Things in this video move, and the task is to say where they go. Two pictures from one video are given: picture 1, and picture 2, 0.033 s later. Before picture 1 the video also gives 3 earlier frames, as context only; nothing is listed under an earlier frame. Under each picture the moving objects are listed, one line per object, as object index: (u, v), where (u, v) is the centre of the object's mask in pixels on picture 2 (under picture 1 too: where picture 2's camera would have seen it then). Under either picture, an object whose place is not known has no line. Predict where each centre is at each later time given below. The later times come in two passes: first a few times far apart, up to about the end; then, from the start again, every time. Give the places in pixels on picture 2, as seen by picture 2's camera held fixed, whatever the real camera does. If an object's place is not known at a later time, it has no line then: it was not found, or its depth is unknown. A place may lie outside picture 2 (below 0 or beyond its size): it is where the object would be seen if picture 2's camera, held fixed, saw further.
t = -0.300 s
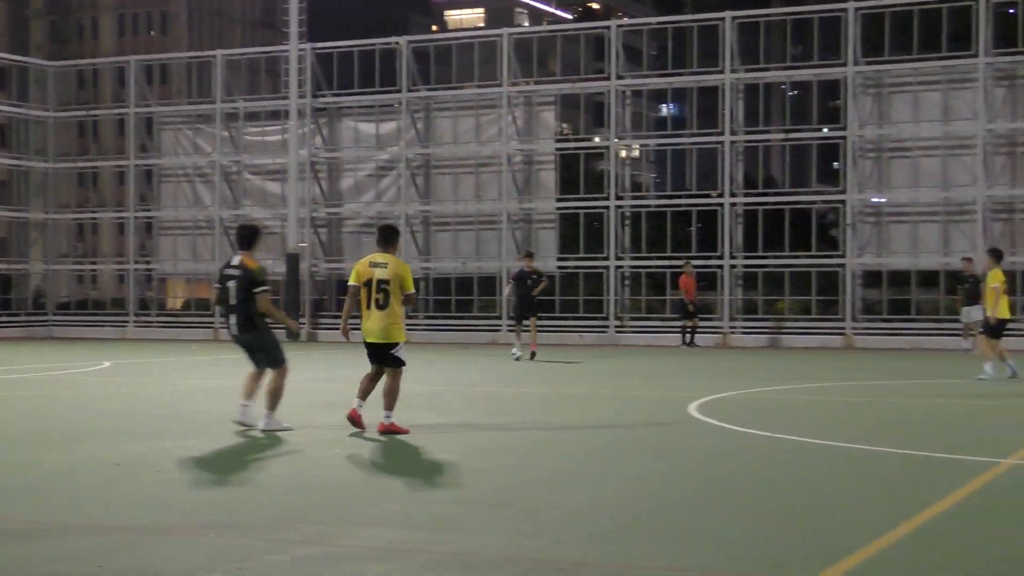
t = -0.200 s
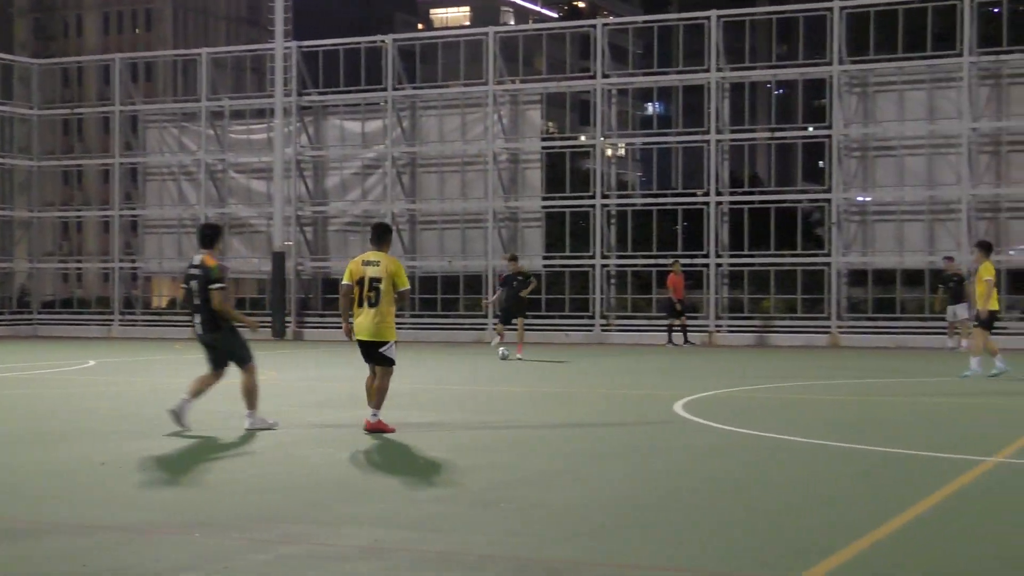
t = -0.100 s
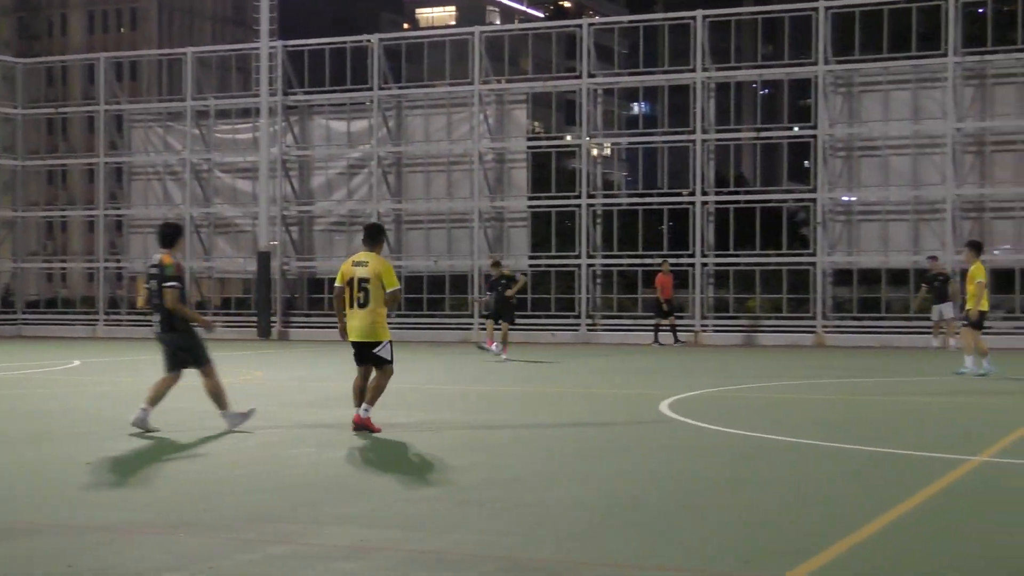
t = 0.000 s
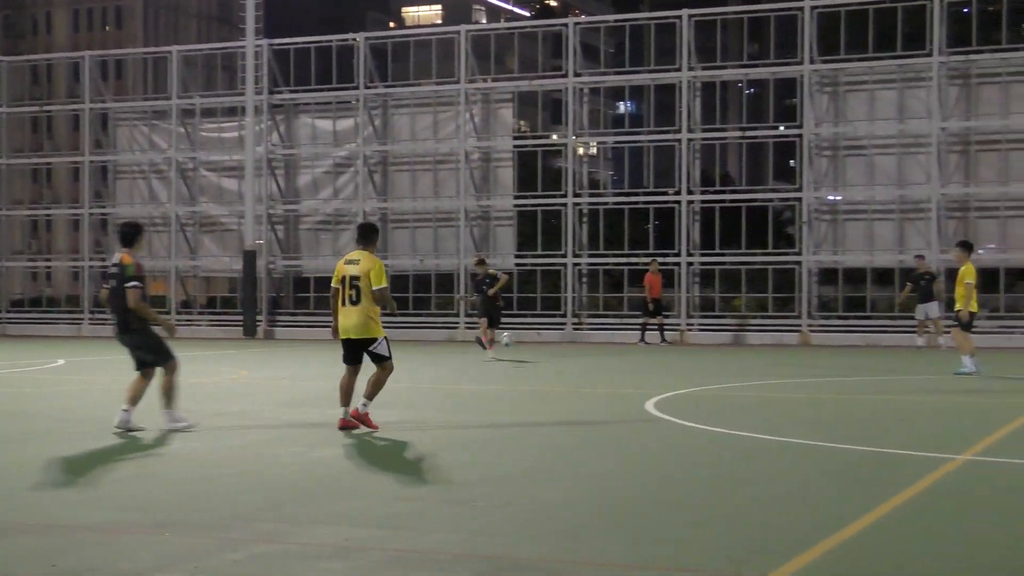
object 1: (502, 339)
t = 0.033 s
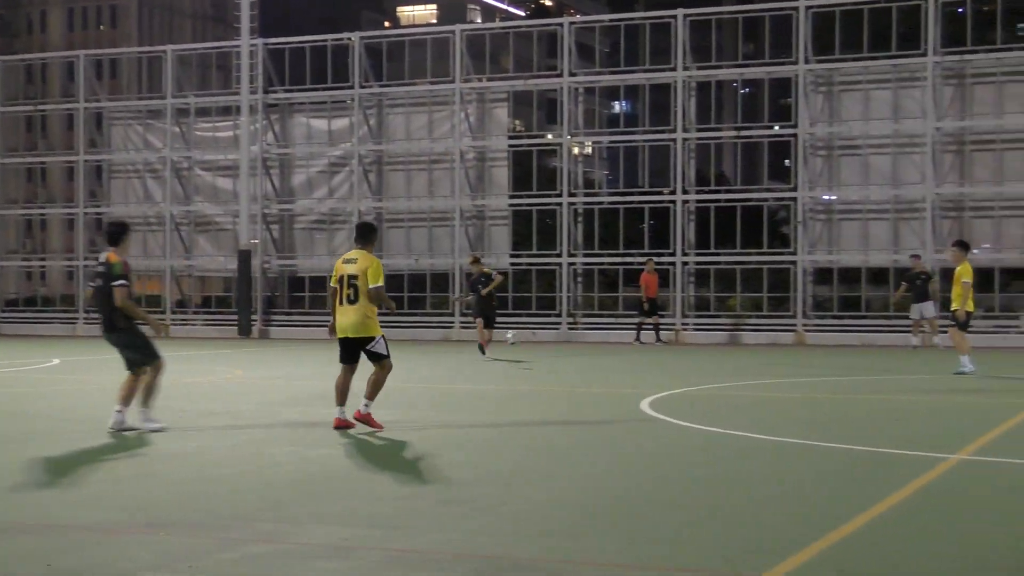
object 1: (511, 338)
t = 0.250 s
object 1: (601, 349)
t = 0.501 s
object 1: (759, 382)
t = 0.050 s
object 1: (516, 337)
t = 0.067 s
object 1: (523, 337)
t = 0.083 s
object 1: (529, 337)
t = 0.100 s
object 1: (534, 337)
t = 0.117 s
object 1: (541, 337)
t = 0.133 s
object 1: (544, 337)
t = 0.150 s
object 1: (553, 338)
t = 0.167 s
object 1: (560, 339)
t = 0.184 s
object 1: (568, 341)
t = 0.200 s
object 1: (575, 343)
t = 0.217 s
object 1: (583, 344)
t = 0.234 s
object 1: (592, 346)
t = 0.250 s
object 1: (601, 349)
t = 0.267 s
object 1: (609, 352)
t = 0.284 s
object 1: (618, 356)
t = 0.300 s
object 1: (627, 360)
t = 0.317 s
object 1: (637, 364)
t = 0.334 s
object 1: (648, 368)
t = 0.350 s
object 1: (659, 373)
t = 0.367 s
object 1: (670, 380)
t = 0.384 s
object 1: (681, 385)
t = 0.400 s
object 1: (694, 391)
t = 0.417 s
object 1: (703, 390)
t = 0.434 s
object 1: (714, 388)
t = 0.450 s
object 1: (725, 386)
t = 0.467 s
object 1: (737, 383)
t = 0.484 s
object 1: (748, 382)
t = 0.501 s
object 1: (759, 382)
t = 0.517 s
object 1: (772, 382)
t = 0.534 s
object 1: (784, 382)
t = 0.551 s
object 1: (797, 382)
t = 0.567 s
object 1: (809, 384)
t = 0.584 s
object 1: (824, 384)
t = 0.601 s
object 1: (838, 386)
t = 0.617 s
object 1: (852, 388)
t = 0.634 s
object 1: (868, 391)
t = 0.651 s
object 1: (883, 393)
